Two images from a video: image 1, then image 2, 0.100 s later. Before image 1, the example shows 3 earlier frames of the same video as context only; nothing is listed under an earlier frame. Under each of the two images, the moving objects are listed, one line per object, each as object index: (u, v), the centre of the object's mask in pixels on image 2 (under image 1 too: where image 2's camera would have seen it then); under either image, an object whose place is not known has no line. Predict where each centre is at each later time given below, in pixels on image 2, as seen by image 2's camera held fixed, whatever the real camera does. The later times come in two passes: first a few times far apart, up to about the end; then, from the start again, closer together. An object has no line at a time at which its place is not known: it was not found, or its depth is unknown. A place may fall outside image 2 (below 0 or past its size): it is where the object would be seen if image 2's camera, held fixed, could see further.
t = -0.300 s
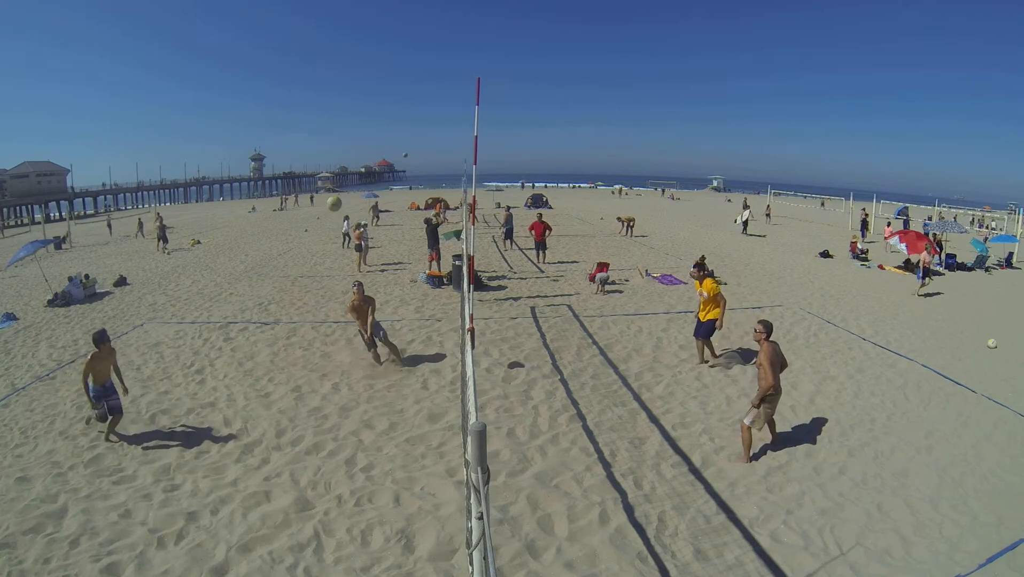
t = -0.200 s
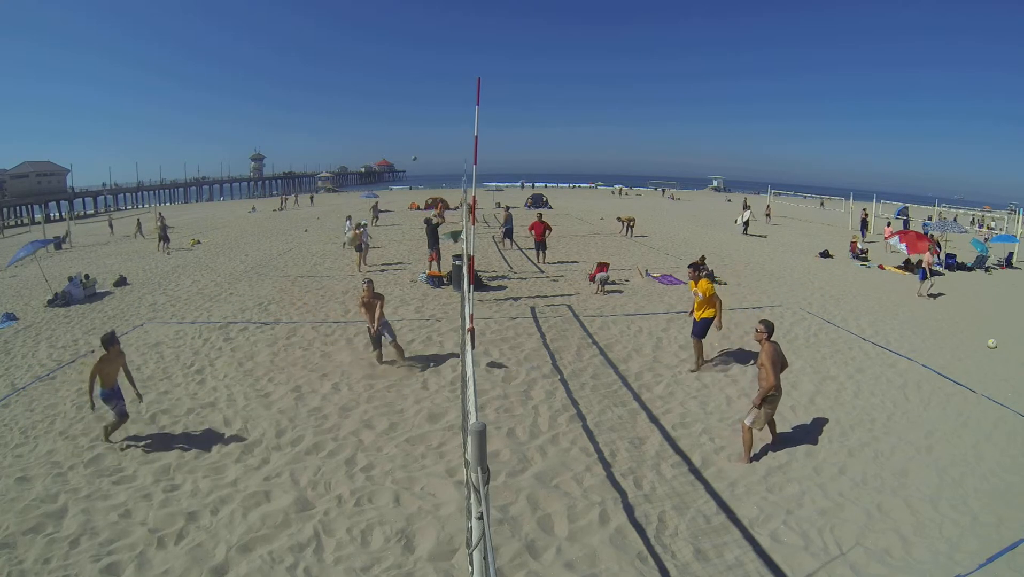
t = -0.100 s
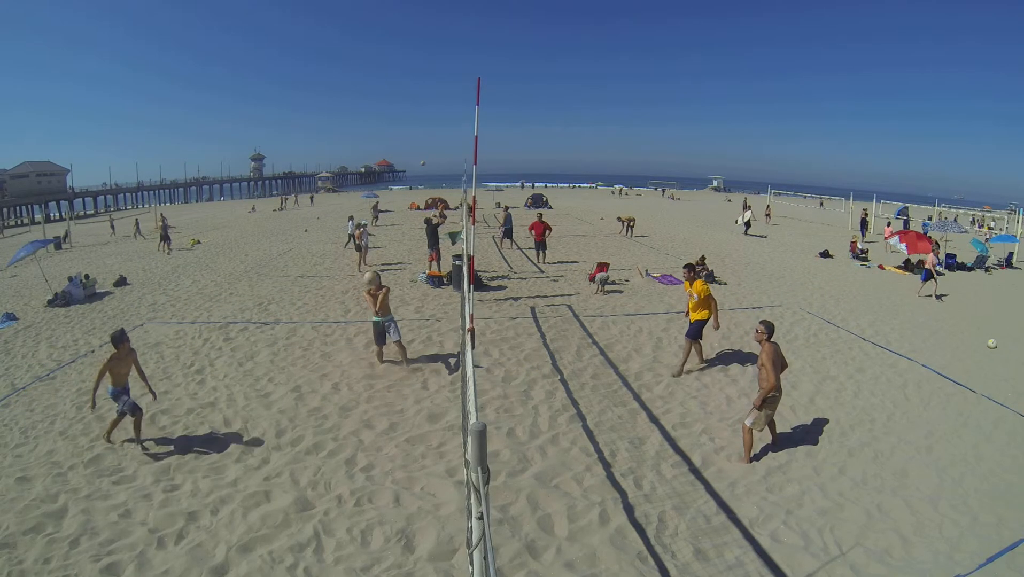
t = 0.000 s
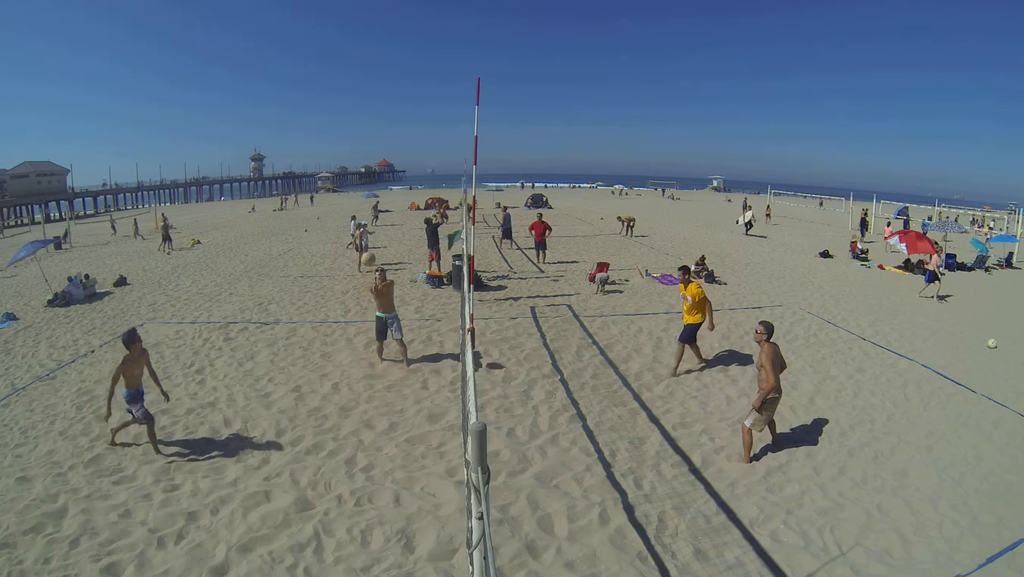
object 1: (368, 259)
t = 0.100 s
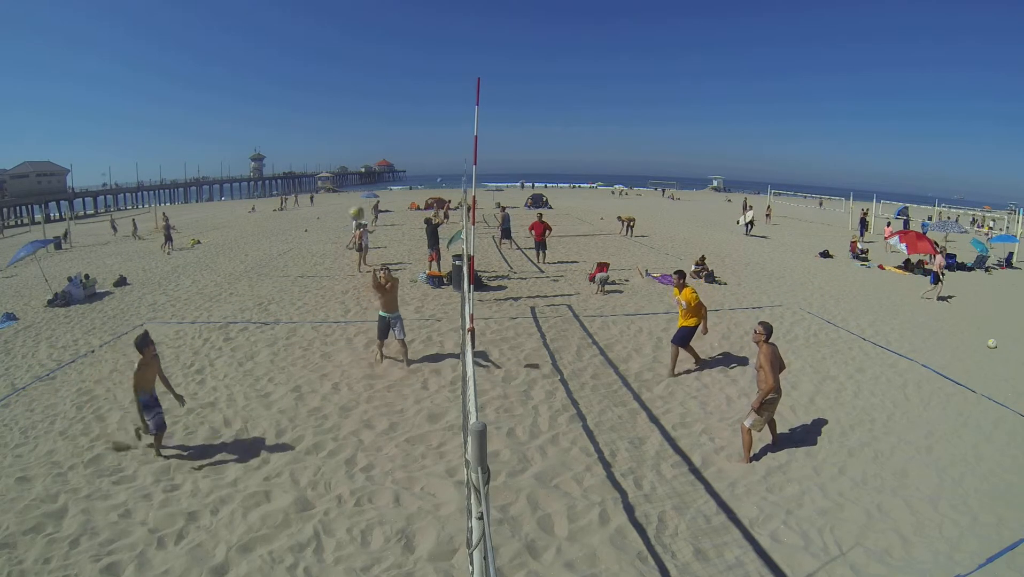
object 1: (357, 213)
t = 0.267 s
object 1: (338, 149)
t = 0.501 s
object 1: (313, 90)
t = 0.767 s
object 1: (283, 69)
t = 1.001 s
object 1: (254, 95)
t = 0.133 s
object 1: (353, 199)
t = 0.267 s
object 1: (338, 149)
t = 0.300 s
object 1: (334, 138)
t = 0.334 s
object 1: (330, 128)
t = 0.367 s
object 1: (327, 119)
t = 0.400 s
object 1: (323, 110)
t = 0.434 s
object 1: (320, 103)
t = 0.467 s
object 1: (316, 96)
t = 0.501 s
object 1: (313, 90)
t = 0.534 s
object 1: (309, 85)
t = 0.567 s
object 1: (306, 80)
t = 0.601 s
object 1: (302, 76)
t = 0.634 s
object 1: (298, 73)
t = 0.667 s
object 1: (294, 71)
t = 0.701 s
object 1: (291, 69)
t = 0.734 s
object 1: (287, 69)
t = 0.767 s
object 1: (283, 69)
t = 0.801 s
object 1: (279, 70)
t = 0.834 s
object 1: (275, 72)
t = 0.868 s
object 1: (271, 75)
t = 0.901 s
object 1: (267, 78)
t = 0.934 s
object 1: (262, 83)
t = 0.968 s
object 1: (258, 89)
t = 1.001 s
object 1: (254, 95)
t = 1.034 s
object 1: (249, 103)
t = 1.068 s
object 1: (245, 111)
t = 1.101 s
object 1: (241, 121)
